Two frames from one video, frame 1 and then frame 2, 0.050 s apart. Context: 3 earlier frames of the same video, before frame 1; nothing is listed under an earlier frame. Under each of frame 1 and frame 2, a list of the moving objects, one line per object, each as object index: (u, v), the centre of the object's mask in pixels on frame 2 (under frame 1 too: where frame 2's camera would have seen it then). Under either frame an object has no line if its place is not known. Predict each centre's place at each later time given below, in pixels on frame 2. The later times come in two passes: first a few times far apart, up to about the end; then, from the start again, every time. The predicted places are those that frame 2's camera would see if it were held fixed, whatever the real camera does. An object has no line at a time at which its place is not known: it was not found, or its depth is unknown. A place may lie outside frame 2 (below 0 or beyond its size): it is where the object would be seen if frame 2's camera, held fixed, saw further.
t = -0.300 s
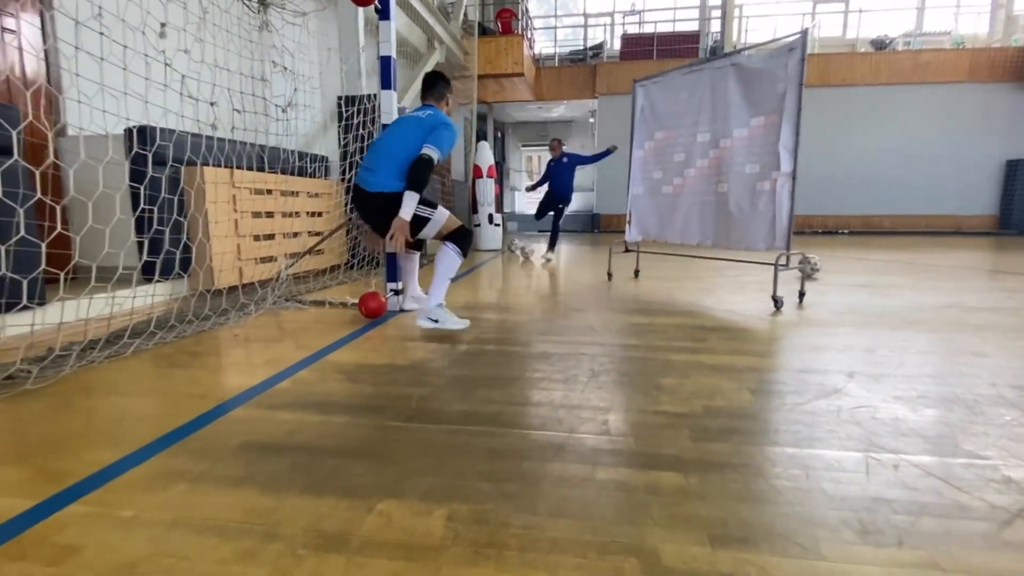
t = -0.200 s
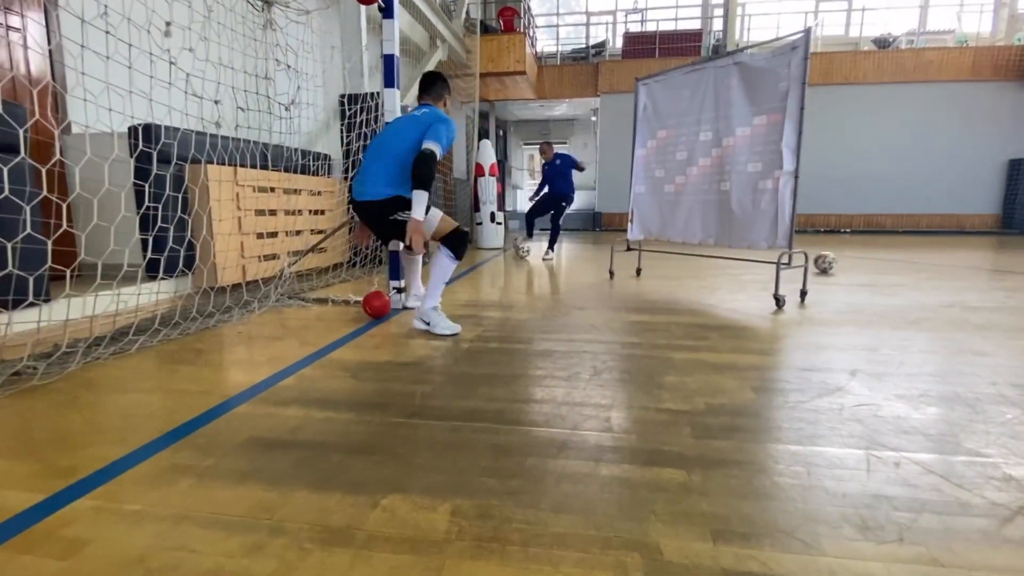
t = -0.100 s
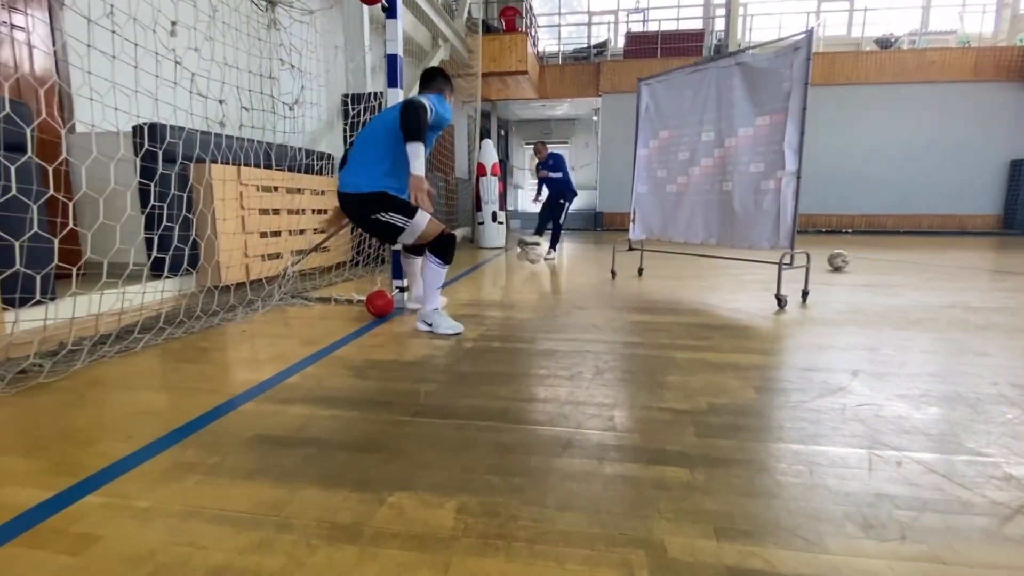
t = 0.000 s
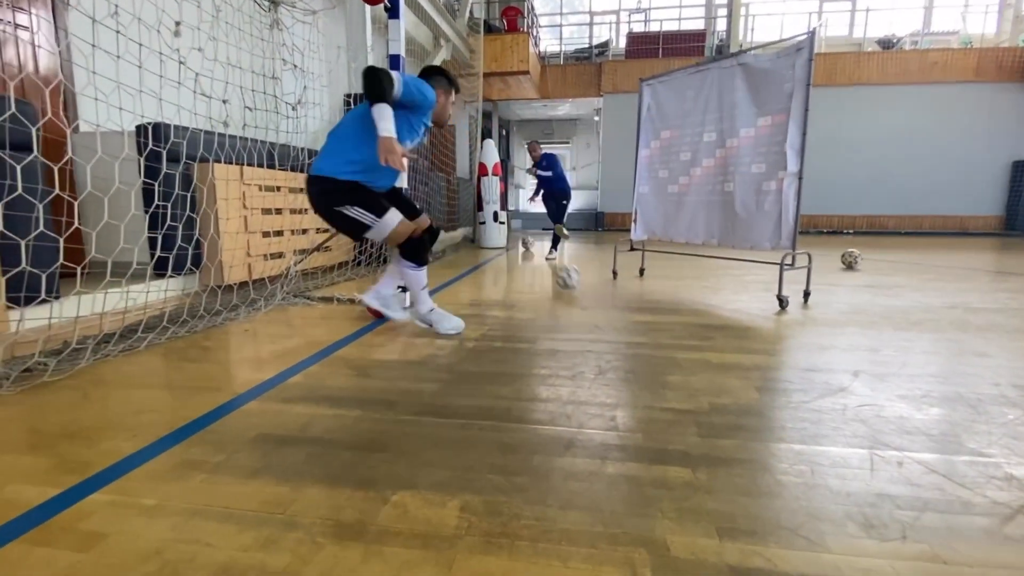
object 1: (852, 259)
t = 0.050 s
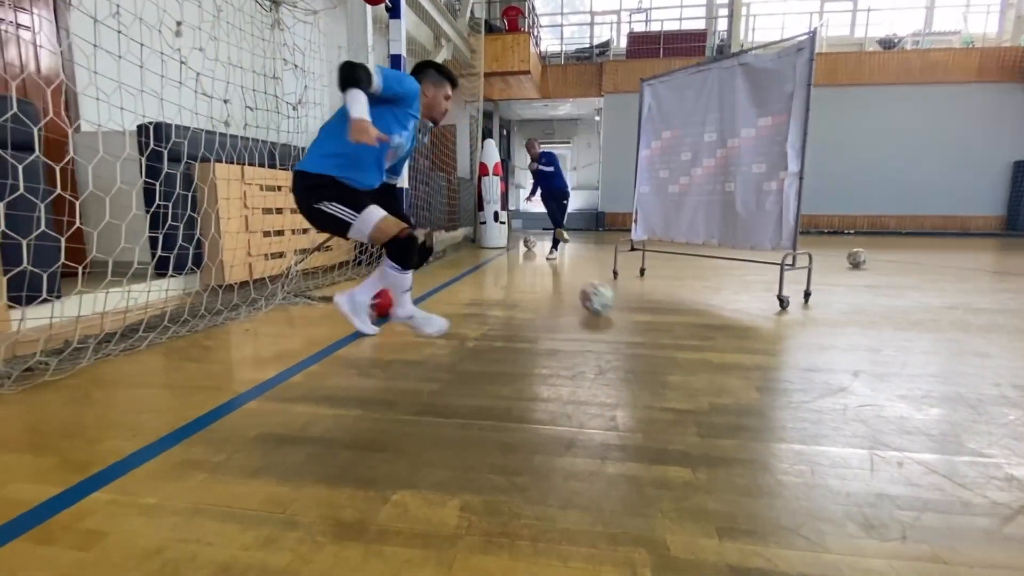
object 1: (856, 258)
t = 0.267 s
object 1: (879, 255)
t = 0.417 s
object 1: (892, 253)
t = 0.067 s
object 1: (858, 258)
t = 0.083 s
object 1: (860, 258)
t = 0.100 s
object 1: (862, 258)
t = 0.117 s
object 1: (864, 257)
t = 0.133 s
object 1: (865, 257)
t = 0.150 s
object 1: (867, 257)
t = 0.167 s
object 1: (869, 256)
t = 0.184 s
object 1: (871, 256)
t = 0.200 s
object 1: (872, 255)
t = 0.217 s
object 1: (873, 255)
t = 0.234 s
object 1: (875, 255)
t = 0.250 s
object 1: (877, 255)
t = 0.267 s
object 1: (879, 255)
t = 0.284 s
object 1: (880, 255)
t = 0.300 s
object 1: (881, 254)
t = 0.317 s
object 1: (883, 254)
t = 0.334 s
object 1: (885, 254)
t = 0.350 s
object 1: (886, 254)
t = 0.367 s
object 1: (887, 253)
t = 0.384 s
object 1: (889, 253)
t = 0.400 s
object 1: (890, 253)
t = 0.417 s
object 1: (892, 253)
